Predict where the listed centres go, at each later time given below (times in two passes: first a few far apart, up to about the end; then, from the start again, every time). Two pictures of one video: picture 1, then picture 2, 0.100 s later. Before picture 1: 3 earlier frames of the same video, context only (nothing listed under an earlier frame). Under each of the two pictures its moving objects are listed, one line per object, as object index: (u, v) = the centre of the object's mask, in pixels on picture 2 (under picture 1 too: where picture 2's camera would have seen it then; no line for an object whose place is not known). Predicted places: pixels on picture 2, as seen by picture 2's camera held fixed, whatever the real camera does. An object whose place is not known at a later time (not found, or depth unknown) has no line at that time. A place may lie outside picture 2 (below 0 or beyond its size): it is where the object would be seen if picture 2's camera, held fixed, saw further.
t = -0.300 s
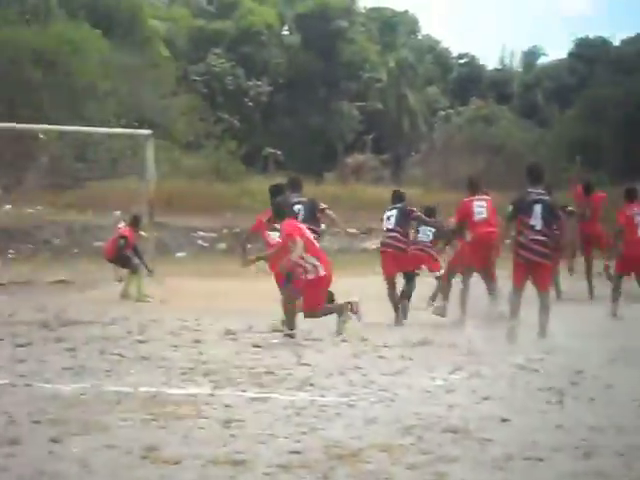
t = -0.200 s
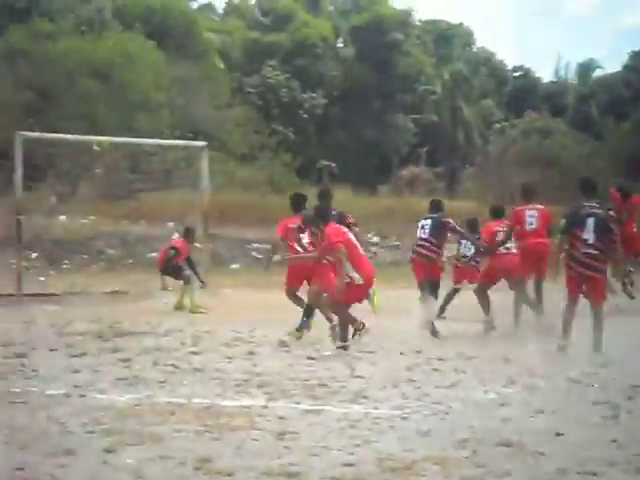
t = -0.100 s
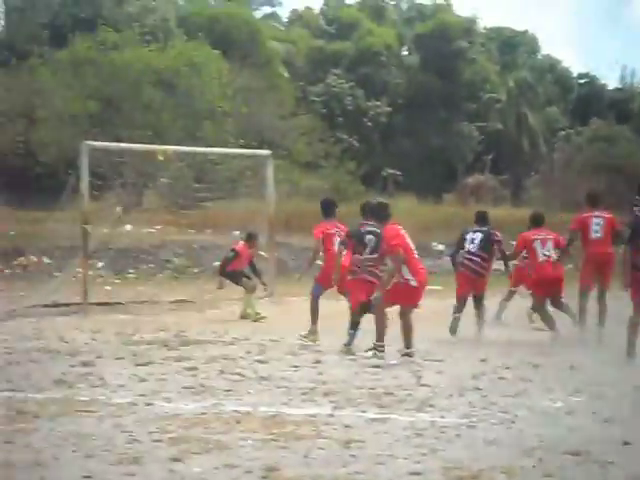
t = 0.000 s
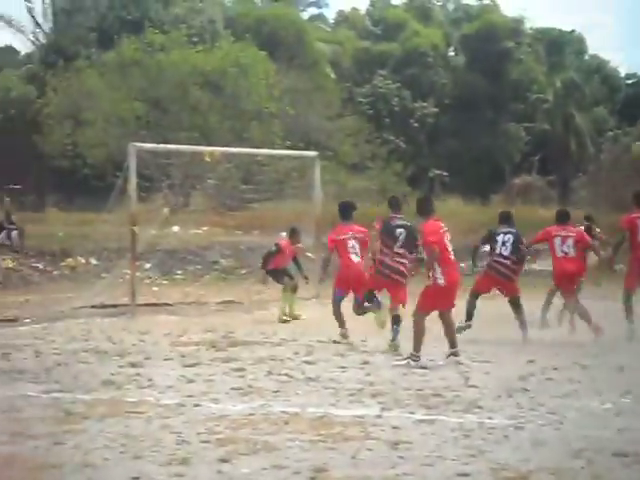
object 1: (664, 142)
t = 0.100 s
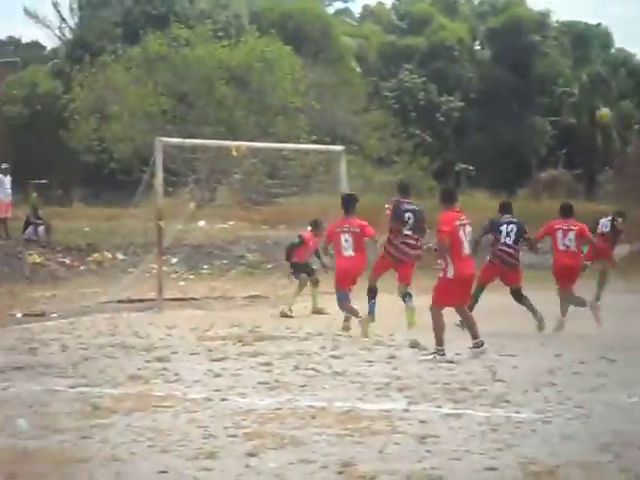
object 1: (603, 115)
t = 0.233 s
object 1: (518, 92)
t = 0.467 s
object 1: (370, 85)
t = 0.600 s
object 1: (282, 102)
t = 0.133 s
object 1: (582, 107)
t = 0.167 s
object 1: (561, 101)
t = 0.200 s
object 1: (539, 96)
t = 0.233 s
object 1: (518, 92)
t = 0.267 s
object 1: (498, 88)
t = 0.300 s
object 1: (476, 85)
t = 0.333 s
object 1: (455, 84)
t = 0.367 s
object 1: (435, 81)
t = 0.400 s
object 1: (412, 82)
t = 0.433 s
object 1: (391, 84)
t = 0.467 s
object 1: (370, 85)
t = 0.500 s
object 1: (348, 88)
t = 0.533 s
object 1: (327, 93)
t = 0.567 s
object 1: (304, 97)
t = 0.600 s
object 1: (282, 102)
